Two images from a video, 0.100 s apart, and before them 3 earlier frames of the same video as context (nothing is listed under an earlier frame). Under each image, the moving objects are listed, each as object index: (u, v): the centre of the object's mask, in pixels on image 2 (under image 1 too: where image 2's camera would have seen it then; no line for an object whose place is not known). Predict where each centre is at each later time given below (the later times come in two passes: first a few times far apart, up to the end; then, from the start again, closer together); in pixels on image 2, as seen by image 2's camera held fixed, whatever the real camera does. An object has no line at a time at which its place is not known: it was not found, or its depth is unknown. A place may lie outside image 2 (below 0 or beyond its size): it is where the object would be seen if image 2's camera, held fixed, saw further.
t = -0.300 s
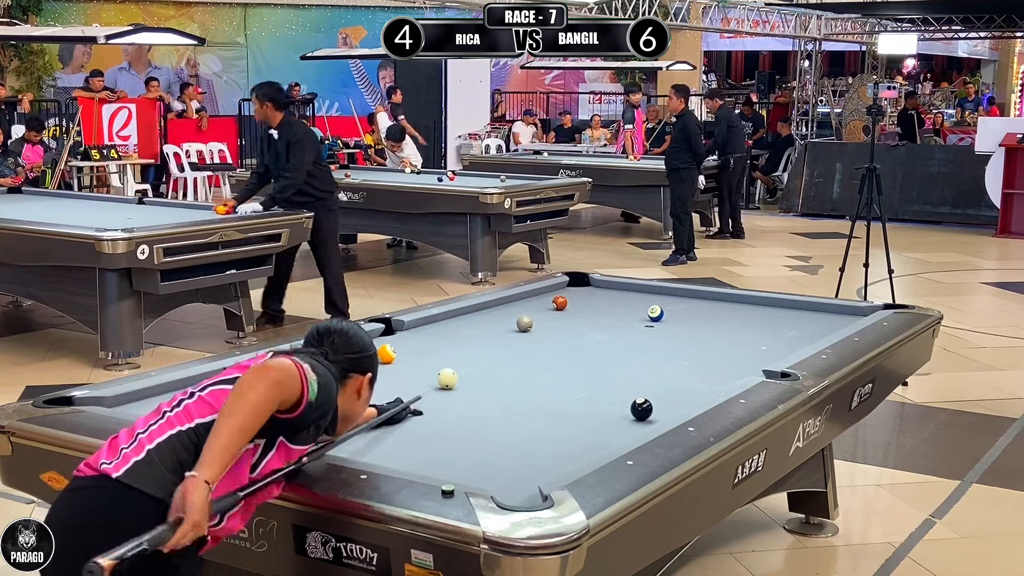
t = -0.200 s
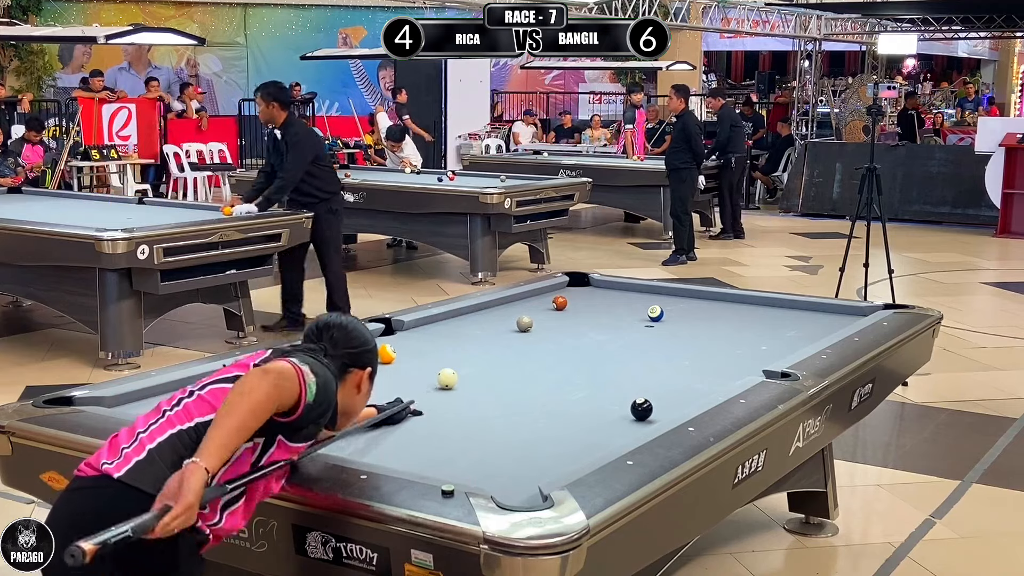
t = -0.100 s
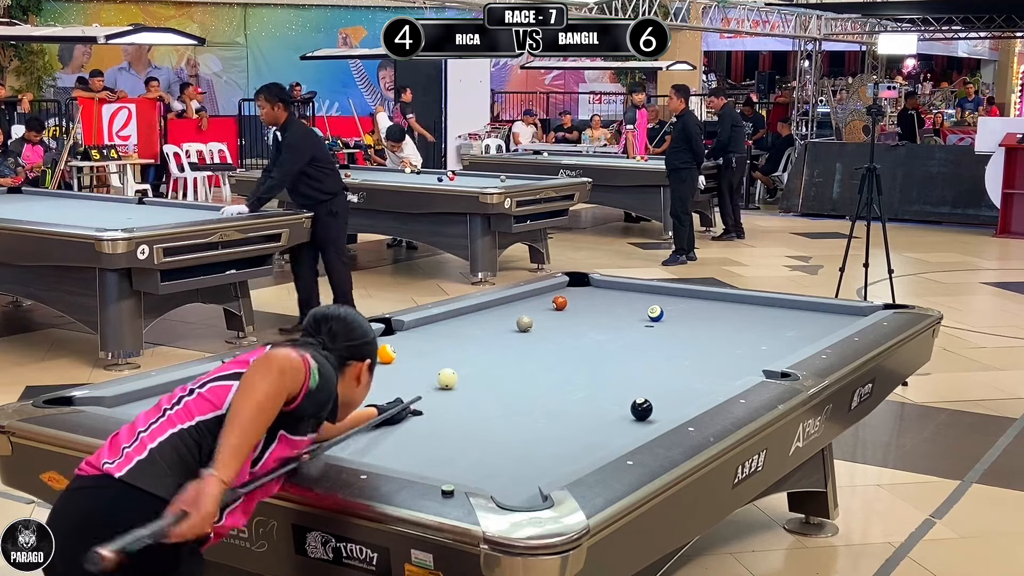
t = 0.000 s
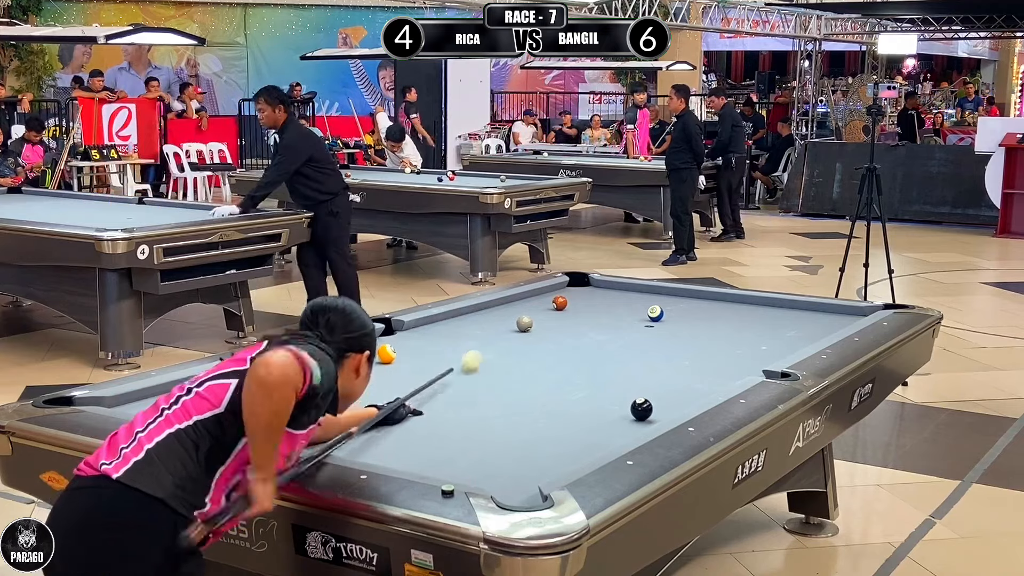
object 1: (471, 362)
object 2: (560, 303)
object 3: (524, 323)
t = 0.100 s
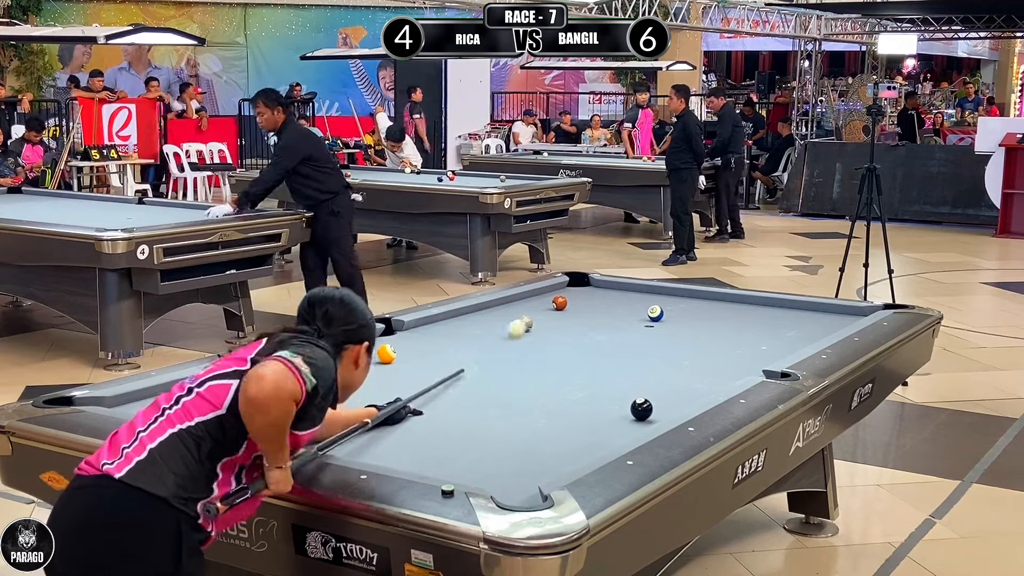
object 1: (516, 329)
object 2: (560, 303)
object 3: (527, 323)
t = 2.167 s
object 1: (492, 312)
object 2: (476, 454)
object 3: (607, 320)
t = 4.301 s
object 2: (588, 346)
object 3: (648, 331)
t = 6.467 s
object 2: (576, 297)
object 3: (648, 330)
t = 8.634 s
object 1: (490, 311)
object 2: (588, 281)
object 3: (648, 330)
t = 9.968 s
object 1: (491, 311)
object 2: (587, 281)
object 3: (648, 330)
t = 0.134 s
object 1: (519, 326)
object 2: (560, 303)
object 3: (534, 318)
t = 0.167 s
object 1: (518, 326)
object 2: (560, 303)
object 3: (546, 310)
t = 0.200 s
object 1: (517, 325)
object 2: (565, 300)
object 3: (553, 305)
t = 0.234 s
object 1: (516, 325)
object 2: (578, 295)
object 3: (551, 305)
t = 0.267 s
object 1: (516, 324)
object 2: (590, 289)
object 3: (548, 304)
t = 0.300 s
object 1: (515, 324)
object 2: (601, 285)
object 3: (546, 303)
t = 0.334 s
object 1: (514, 324)
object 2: (593, 285)
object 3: (545, 303)
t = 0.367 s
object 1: (513, 323)
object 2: (579, 288)
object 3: (542, 303)
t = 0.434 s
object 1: (512, 323)
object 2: (551, 293)
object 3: (538, 302)
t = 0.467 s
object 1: (511, 322)
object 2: (537, 293)
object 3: (537, 302)
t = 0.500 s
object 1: (510, 322)
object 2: (521, 299)
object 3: (536, 301)
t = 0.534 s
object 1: (510, 322)
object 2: (503, 301)
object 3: (538, 302)
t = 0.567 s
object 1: (509, 321)
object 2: (501, 304)
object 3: (540, 303)
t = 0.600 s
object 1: (508, 321)
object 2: (500, 306)
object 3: (542, 303)
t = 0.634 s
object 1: (508, 321)
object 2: (498, 309)
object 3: (544, 303)
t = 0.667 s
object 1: (507, 320)
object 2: (495, 312)
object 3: (546, 304)
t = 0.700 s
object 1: (507, 320)
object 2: (493, 314)
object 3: (547, 304)
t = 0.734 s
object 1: (506, 320)
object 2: (490, 317)
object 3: (549, 305)
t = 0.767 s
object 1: (506, 320)
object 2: (488, 320)
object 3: (550, 305)
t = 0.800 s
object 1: (505, 319)
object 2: (486, 323)
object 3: (552, 306)
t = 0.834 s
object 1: (504, 319)
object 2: (483, 326)
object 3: (554, 306)
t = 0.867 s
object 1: (504, 319)
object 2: (481, 328)
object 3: (555, 307)
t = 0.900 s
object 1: (503, 318)
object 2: (478, 331)
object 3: (557, 307)
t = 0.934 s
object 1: (503, 318)
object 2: (475, 334)
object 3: (558, 307)
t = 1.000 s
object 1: (502, 317)
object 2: (470, 340)
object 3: (561, 308)
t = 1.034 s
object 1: (501, 317)
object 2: (467, 343)
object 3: (563, 308)
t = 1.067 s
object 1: (501, 317)
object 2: (464, 346)
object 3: (565, 309)
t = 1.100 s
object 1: (500, 317)
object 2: (461, 350)
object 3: (566, 310)
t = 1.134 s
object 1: (500, 317)
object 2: (457, 353)
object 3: (567, 310)
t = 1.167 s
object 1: (499, 316)
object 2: (454, 357)
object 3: (569, 310)
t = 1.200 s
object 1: (499, 316)
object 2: (451, 360)
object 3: (570, 311)
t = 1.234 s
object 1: (498, 316)
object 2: (448, 364)
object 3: (572, 311)
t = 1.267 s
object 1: (498, 316)
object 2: (444, 367)
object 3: (573, 311)
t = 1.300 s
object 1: (498, 315)
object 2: (441, 371)
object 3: (575, 312)
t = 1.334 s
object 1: (497, 315)
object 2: (437, 375)
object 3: (576, 312)
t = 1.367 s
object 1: (497, 315)
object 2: (434, 379)
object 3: (577, 312)
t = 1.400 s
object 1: (497, 315)
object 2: (430, 383)
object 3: (579, 313)
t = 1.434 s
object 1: (496, 315)
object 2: (426, 388)
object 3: (580, 314)
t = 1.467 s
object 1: (496, 315)
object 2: (422, 392)
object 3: (582, 314)
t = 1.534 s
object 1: (496, 314)
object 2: (414, 401)
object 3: (584, 315)
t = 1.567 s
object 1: (495, 314)
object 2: (409, 405)
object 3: (586, 314)
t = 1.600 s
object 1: (495, 314)
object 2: (405, 411)
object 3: (587, 315)
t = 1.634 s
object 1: (495, 314)
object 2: (400, 416)
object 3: (588, 315)
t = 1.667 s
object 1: (494, 314)
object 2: (396, 421)
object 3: (590, 316)
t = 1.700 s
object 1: (494, 313)
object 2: (391, 426)
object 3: (591, 316)
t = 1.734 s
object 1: (494, 313)
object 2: (386, 431)
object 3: (592, 316)
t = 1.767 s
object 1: (494, 313)
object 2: (381, 437)
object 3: (593, 316)
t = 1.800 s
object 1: (494, 313)
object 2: (376, 442)
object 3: (595, 317)
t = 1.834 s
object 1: (493, 313)
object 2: (371, 448)
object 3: (596, 317)
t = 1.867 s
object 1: (493, 313)
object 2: (365, 452)
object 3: (597, 318)
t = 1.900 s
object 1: (493, 313)
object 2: (361, 454)
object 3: (598, 318)
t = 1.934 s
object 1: (493, 313)
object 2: (371, 456)
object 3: (600, 318)
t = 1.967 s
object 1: (493, 312)
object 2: (388, 456)
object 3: (601, 318)
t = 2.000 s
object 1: (493, 312)
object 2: (404, 457)
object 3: (602, 319)
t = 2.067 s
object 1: (492, 312)
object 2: (433, 456)
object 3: (604, 320)
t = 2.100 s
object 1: (492, 312)
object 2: (447, 455)
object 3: (605, 320)
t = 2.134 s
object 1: (492, 312)
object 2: (462, 455)
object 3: (606, 320)
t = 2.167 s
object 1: (492, 312)
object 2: (476, 454)
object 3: (607, 320)
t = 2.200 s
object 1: (492, 312)
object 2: (490, 453)
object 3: (608, 321)
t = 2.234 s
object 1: (492, 312)
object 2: (503, 452)
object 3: (610, 321)
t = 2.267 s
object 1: (492, 312)
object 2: (517, 451)
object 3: (611, 322)
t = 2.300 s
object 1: (491, 312)
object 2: (531, 450)
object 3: (612, 322)
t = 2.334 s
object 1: (491, 312)
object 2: (544, 449)
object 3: (613, 322)
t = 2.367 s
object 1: (491, 312)
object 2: (557, 449)
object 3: (614, 322)
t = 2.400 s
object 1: (491, 312)
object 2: (571, 448)
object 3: (615, 323)
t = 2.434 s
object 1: (491, 311)
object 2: (584, 447)
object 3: (616, 323)
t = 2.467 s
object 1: (491, 311)
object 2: (596, 444)
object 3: (617, 323)
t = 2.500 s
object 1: (491, 311)
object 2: (607, 441)
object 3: (618, 323)
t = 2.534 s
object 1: (491, 311)
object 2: (607, 440)
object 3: (619, 324)
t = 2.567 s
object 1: (491, 311)
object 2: (607, 439)
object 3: (620, 324)
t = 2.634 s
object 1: (490, 311)
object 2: (606, 435)
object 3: (622, 324)
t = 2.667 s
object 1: (490, 311)
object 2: (606, 432)
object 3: (622, 325)
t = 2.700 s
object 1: (490, 311)
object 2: (605, 429)
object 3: (623, 325)
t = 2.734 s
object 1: (490, 311)
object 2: (605, 427)
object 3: (624, 325)
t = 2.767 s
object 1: (490, 311)
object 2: (604, 424)
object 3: (625, 325)
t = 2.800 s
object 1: (490, 311)
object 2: (604, 422)
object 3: (626, 325)
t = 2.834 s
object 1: (490, 311)
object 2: (603, 419)
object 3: (627, 326)
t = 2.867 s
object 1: (490, 311)
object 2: (603, 417)
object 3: (628, 326)
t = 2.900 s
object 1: (490, 311)
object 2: (602, 415)
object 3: (628, 326)
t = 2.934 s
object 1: (490, 311)
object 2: (602, 412)
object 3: (629, 326)
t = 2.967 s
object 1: (490, 311)
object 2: (601, 410)
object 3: (630, 327)
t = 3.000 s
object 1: (490, 311)
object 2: (601, 408)
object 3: (631, 327)
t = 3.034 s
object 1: (490, 311)
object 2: (600, 406)
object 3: (631, 327)
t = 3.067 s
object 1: (490, 311)
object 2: (600, 404)
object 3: (632, 327)
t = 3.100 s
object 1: (490, 311)
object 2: (600, 402)
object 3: (633, 327)
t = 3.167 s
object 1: (490, 311)
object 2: (599, 398)
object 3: (635, 328)
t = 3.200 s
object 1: (490, 311)
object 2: (598, 396)
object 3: (635, 328)
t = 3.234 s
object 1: (490, 311)
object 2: (598, 394)
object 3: (636, 328)
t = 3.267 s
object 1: (490, 311)
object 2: (598, 392)
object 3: (636, 328)
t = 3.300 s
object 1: (490, 311)
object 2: (597, 390)
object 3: (637, 328)
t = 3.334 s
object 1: (490, 311)
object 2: (597, 388)
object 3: (638, 328)
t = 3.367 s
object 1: (490, 311)
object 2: (597, 386)
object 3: (638, 329)
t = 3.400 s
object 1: (490, 311)
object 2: (596, 384)
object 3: (639, 329)
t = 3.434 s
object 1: (490, 311)
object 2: (596, 382)
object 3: (640, 329)
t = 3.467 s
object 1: (490, 311)
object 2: (596, 381)
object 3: (640, 329)
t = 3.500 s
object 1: (490, 311)
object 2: (595, 379)
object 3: (641, 330)
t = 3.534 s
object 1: (490, 311)
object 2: (595, 377)
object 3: (641, 330)
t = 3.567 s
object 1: (492, 311)
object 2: (595, 376)
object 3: (642, 330)
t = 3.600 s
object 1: (489, 311)
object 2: (594, 374)
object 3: (642, 330)
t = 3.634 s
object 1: (491, 311)
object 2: (594, 372)
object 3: (643, 330)
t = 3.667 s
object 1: (491, 311)
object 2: (593, 371)
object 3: (643, 330)
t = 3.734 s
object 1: (492, 310)
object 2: (593, 368)
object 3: (644, 330)
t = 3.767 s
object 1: (494, 308)
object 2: (592, 366)
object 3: (644, 330)
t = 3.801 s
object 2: (592, 365)
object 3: (645, 330)
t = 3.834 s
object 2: (592, 364)
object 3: (645, 330)
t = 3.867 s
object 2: (592, 362)
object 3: (646, 330)
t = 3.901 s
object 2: (595, 361)
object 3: (646, 330)
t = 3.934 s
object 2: (590, 359)
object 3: (646, 330)
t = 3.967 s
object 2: (590, 358)
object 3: (646, 330)
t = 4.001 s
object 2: (591, 357)
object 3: (647, 330)
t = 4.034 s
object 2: (590, 355)
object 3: (647, 331)
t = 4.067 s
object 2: (590, 354)
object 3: (647, 330)
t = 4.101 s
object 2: (589, 353)
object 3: (647, 330)
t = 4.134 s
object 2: (589, 351)
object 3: (648, 330)
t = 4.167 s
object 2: (589, 350)
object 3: (648, 331)
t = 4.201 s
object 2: (589, 349)
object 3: (648, 331)
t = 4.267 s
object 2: (588, 347)
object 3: (648, 331)
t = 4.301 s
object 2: (588, 346)
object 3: (648, 331)
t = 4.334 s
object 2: (587, 345)
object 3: (648, 331)
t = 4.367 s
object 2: (588, 343)
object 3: (648, 331)
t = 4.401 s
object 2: (587, 342)
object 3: (648, 331)
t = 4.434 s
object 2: (587, 341)
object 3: (648, 330)
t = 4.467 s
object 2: (587, 340)
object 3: (648, 331)
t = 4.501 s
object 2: (587, 339)
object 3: (648, 331)
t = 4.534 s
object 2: (586, 338)
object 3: (648, 331)
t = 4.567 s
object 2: (586, 337)
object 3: (648, 331)
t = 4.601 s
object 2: (586, 336)
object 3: (648, 331)
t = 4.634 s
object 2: (586, 335)
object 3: (648, 330)
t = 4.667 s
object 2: (585, 334)
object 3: (648, 330)
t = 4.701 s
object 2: (585, 333)
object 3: (648, 330)
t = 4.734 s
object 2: (585, 332)
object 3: (648, 330)
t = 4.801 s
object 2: (584, 330)
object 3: (648, 331)
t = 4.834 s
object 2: (584, 329)
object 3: (648, 330)
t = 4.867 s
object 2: (584, 328)
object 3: (648, 330)
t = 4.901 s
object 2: (584, 328)
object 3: (648, 330)
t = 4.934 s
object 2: (583, 326)
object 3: (648, 330)
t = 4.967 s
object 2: (583, 326)
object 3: (648, 330)
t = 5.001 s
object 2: (583, 325)
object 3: (648, 331)
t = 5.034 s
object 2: (583, 324)
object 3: (648, 331)
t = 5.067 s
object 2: (583, 323)
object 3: (648, 330)
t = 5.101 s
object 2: (583, 322)
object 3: (648, 330)
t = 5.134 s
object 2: (582, 322)
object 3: (648, 330)
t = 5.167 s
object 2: (582, 321)
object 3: (648, 330)
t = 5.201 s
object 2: (582, 320)
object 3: (648, 330)
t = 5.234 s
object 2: (582, 319)
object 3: (648, 330)
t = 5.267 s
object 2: (581, 318)
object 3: (648, 330)
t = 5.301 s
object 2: (581, 318)
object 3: (648, 330)
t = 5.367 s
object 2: (581, 316)
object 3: (648, 330)
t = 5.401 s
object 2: (581, 315)
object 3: (648, 330)
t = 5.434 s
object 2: (580, 315)
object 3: (648, 330)
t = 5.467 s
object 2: (580, 314)
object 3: (648, 330)
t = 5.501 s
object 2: (580, 313)
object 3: (648, 330)
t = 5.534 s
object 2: (580, 313)
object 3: (648, 330)
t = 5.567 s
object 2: (580, 312)
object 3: (648, 330)
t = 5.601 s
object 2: (580, 311)
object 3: (648, 330)
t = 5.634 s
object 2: (579, 311)
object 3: (648, 330)
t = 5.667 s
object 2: (579, 310)
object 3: (648, 330)
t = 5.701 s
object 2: (579, 309)
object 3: (648, 330)
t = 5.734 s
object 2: (579, 309)
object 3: (648, 330)
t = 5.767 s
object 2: (579, 308)
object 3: (648, 330)
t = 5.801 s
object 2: (579, 307)
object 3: (648, 330)
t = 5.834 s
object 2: (578, 307)
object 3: (648, 330)
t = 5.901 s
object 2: (578, 306)
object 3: (648, 330)
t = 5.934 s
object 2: (578, 305)
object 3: (648, 330)
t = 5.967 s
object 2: (578, 304)
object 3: (648, 330)
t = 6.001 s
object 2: (578, 304)
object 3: (648, 330)
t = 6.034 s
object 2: (577, 303)
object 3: (648, 330)
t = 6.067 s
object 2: (577, 303)
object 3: (648, 330)
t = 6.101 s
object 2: (577, 302)
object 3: (648, 330)
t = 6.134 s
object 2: (577, 302)
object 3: (648, 330)
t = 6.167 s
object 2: (577, 301)
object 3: (648, 330)
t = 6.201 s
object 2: (577, 301)
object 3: (648, 330)
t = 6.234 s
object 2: (577, 300)
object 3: (648, 330)
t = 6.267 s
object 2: (577, 300)
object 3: (648, 330)
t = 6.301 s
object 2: (576, 299)
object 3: (648, 330)
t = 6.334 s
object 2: (576, 299)
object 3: (648, 330)
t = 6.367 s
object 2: (576, 298)
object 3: (648, 330)
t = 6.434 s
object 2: (576, 297)
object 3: (648, 330)
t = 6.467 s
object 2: (576, 297)
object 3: (648, 330)
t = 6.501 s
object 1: (493, 310)
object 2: (576, 297)
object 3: (648, 330)
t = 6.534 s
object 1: (490, 312)
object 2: (575, 296)
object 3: (648, 330)
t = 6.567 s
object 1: (491, 311)
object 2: (575, 296)
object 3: (648, 330)
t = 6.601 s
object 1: (491, 311)
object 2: (575, 296)
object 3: (648, 330)
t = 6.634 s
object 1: (491, 311)
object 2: (575, 295)
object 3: (648, 330)
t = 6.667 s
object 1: (491, 311)
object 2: (575, 294)
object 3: (648, 330)
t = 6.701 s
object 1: (491, 311)
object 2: (575, 294)
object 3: (648, 330)
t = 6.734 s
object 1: (491, 311)
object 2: (575, 293)
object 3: (648, 330)
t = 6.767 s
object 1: (491, 311)
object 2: (575, 293)
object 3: (648, 330)
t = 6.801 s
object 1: (491, 311)
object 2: (575, 292)
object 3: (648, 330)
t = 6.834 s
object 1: (491, 311)
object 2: (575, 292)
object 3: (648, 330)
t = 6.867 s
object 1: (491, 311)
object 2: (575, 292)
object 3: (648, 330)
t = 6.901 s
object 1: (491, 311)
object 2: (574, 291)
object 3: (648, 330)
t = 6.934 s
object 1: (491, 311)
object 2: (574, 291)
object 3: (648, 330)
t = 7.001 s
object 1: (491, 311)
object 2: (574, 290)
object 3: (648, 330)
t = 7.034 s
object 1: (491, 311)
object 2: (574, 290)
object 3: (648, 330)
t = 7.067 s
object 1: (491, 311)
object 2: (574, 289)
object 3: (648, 330)
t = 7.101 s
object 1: (491, 311)
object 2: (574, 289)
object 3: (648, 330)
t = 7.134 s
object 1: (491, 311)
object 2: (574, 289)
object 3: (648, 330)
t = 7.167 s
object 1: (491, 311)
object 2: (574, 288)
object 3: (648, 330)
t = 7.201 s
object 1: (491, 311)
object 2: (573, 288)
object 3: (648, 330)
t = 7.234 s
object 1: (491, 311)
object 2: (573, 287)
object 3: (648, 330)
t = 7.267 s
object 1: (491, 311)
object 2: (573, 287)
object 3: (648, 330)
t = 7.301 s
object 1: (491, 311)
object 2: (573, 287)
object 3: (648, 330)
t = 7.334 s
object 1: (491, 311)
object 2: (573, 286)
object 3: (648, 330)
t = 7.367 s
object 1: (491, 311)
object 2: (573, 286)
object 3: (648, 330)
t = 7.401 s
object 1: (491, 311)
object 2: (573, 286)
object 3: (648, 330)
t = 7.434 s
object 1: (491, 311)
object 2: (573, 285)
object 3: (648, 330)
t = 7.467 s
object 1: (491, 311)
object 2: (573, 285)
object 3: (648, 330)
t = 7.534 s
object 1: (491, 311)
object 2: (573, 285)
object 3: (648, 330)
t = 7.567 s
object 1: (491, 311)
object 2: (573, 284)
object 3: (648, 330)
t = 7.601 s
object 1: (491, 311)
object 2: (573, 284)
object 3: (648, 330)
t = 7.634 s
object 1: (491, 311)
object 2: (573, 284)
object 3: (648, 330)
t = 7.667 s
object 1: (491, 311)
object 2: (573, 283)
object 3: (648, 330)
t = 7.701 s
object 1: (491, 311)
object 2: (573, 283)
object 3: (648, 330)
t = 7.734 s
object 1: (491, 311)
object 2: (573, 283)
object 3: (648, 330)
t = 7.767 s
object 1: (491, 311)
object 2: (575, 283)
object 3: (648, 330)
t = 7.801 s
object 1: (491, 311)
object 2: (575, 283)
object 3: (648, 330)
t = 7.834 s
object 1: (491, 311)
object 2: (576, 283)
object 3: (648, 330)
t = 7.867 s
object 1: (491, 311)
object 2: (577, 283)
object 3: (648, 330)
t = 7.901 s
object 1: (491, 311)
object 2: (577, 283)
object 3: (648, 330)
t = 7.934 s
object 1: (491, 311)
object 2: (578, 283)
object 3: (648, 331)
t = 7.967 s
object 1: (491, 311)
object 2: (579, 282)
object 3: (648, 330)
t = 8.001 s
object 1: (491, 311)
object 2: (580, 282)
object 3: (648, 330)
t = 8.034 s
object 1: (491, 311)
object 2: (581, 282)
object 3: (648, 330)
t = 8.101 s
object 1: (491, 311)
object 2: (582, 282)
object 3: (648, 330)
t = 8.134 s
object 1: (491, 311)
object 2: (583, 282)
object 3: (648, 330)
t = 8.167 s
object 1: (491, 311)
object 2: (584, 282)
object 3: (648, 330)
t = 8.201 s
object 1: (491, 311)
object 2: (584, 282)
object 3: (648, 330)
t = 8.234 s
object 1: (491, 311)
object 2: (585, 282)
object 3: (648, 330)
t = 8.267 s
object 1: (491, 311)
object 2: (586, 282)
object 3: (648, 330)
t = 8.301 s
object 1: (491, 311)
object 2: (586, 282)
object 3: (648, 330)
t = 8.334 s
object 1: (491, 311)
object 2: (587, 281)
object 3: (648, 330)
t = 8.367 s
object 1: (491, 311)
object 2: (588, 281)
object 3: (648, 330)
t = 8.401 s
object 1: (491, 311)
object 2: (588, 281)
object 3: (648, 330)
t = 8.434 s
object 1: (491, 311)
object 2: (589, 281)
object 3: (648, 330)
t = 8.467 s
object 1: (491, 311)
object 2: (589, 281)
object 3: (648, 330)
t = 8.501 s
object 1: (491, 311)
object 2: (589, 281)
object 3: (648, 330)
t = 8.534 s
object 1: (491, 311)
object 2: (588, 281)
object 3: (648, 330)
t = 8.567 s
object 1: (491, 311)
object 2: (588, 281)
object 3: (648, 330)
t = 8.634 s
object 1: (490, 311)
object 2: (588, 281)
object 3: (648, 330)
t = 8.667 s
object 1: (490, 311)
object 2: (587, 281)
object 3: (648, 330)
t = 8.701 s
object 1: (490, 311)
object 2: (588, 281)
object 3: (648, 330)
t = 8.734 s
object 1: (490, 311)
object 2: (588, 281)
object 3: (648, 330)
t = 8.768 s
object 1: (490, 311)
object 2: (588, 281)
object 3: (648, 330)
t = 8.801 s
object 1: (490, 311)
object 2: (588, 281)
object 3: (648, 330)
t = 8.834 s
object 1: (491, 311)
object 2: (587, 281)
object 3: (648, 330)
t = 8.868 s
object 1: (491, 311)
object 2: (587, 281)
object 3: (648, 330)
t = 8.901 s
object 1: (490, 311)
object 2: (588, 281)
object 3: (648, 330)
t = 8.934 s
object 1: (490, 311)
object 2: (588, 281)
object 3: (648, 330)
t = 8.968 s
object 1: (490, 311)
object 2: (588, 281)
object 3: (648, 330)
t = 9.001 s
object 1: (490, 311)
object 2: (588, 281)
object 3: (648, 330)
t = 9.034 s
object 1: (490, 311)
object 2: (588, 281)
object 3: (648, 330)
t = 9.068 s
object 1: (490, 311)
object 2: (587, 281)
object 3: (648, 330)
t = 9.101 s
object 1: (491, 311)
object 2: (587, 281)
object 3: (648, 330)
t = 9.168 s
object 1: (490, 311)
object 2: (588, 281)
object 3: (648, 330)
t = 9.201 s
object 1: (491, 311)
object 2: (587, 281)
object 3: (648, 330)
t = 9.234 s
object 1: (491, 311)
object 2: (587, 281)
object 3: (648, 330)
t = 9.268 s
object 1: (491, 311)
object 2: (588, 281)
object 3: (648, 330)
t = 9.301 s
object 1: (491, 311)
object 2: (588, 281)
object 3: (648, 330)
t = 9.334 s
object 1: (491, 311)
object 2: (588, 281)
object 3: (648, 330)
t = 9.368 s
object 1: (491, 311)
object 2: (587, 281)
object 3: (648, 330)
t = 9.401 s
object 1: (491, 311)
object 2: (588, 281)
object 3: (648, 330)
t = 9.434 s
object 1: (491, 311)
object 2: (588, 281)
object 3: (648, 330)
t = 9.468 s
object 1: (491, 311)
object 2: (587, 281)
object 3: (648, 330)
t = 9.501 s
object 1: (491, 311)
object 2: (587, 281)
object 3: (648, 330)
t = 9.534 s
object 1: (491, 311)
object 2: (588, 281)
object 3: (648, 330)
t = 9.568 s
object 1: (491, 311)
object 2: (587, 281)
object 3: (648, 330)
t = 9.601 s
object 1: (491, 311)
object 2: (588, 281)
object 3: (648, 330)
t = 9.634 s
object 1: (491, 311)
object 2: (588, 281)
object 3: (648, 330)
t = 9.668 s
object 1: (490, 311)
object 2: (588, 281)
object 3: (648, 330)
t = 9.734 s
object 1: (490, 311)
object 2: (587, 281)
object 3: (648, 330)
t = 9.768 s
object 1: (490, 311)
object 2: (588, 281)
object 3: (648, 330)
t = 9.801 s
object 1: (490, 311)
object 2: (587, 281)
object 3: (648, 330)
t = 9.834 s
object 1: (490, 311)
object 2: (587, 281)
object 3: (648, 330)
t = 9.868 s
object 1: (490, 311)
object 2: (587, 281)
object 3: (648, 330)
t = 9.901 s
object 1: (491, 311)
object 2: (587, 281)
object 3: (648, 330)
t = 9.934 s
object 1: (491, 311)
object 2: (588, 281)
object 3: (648, 330)
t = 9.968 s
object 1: (491, 311)
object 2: (587, 281)
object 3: (648, 330)
